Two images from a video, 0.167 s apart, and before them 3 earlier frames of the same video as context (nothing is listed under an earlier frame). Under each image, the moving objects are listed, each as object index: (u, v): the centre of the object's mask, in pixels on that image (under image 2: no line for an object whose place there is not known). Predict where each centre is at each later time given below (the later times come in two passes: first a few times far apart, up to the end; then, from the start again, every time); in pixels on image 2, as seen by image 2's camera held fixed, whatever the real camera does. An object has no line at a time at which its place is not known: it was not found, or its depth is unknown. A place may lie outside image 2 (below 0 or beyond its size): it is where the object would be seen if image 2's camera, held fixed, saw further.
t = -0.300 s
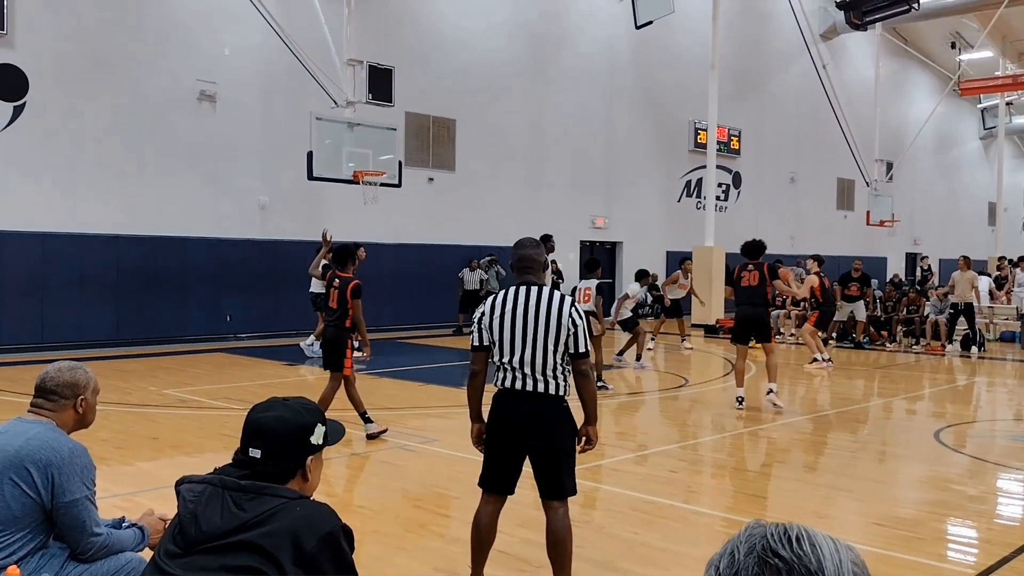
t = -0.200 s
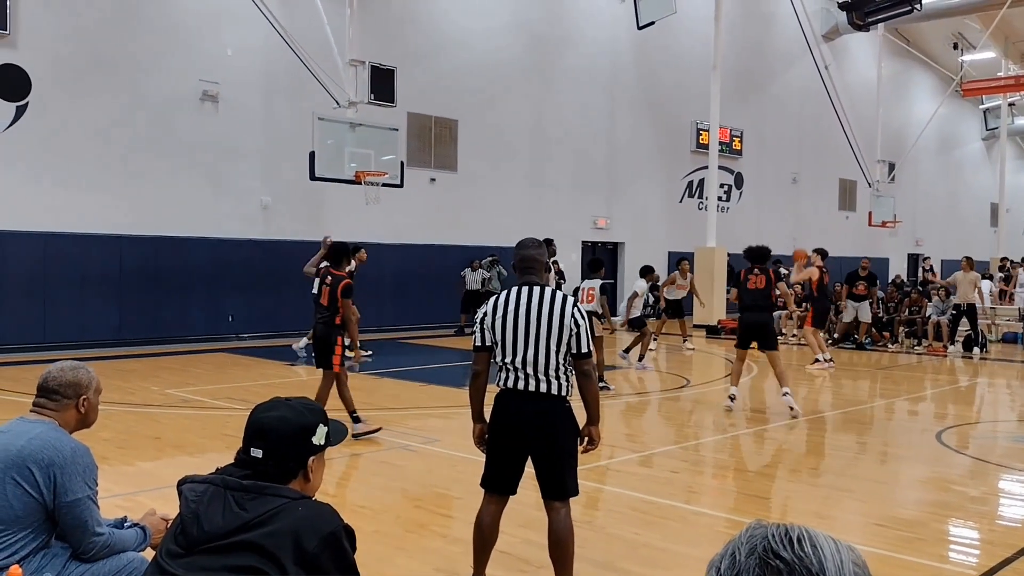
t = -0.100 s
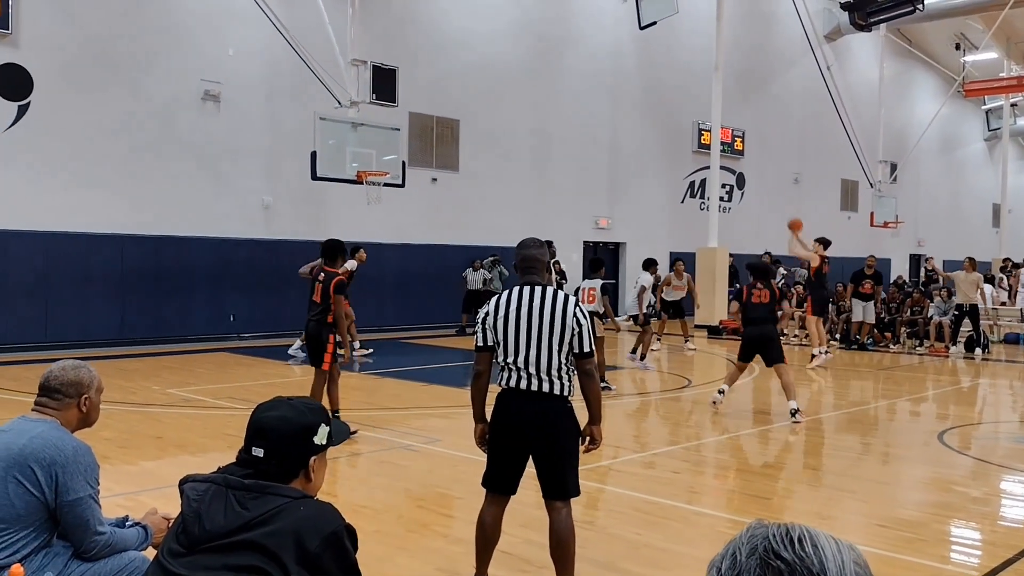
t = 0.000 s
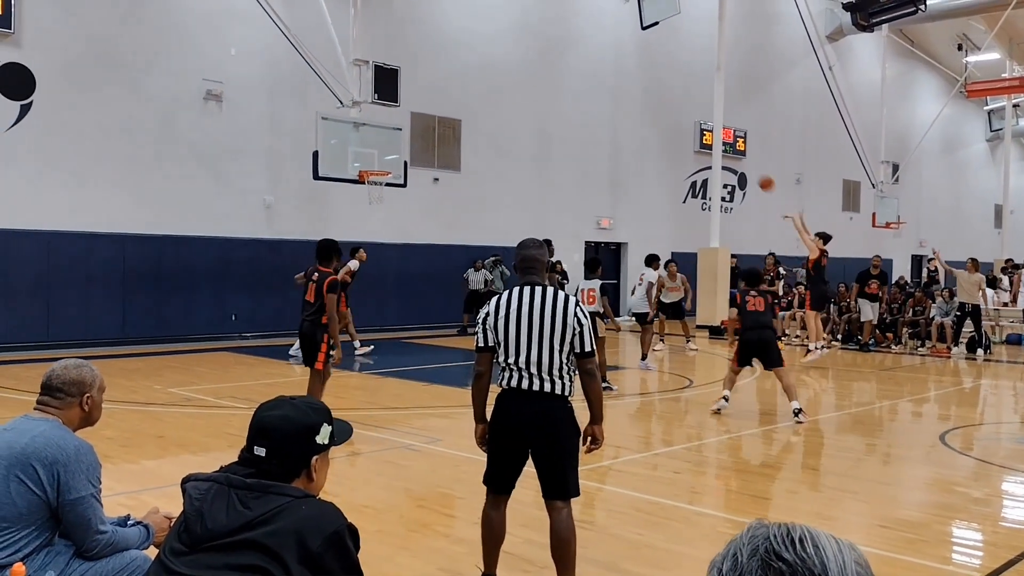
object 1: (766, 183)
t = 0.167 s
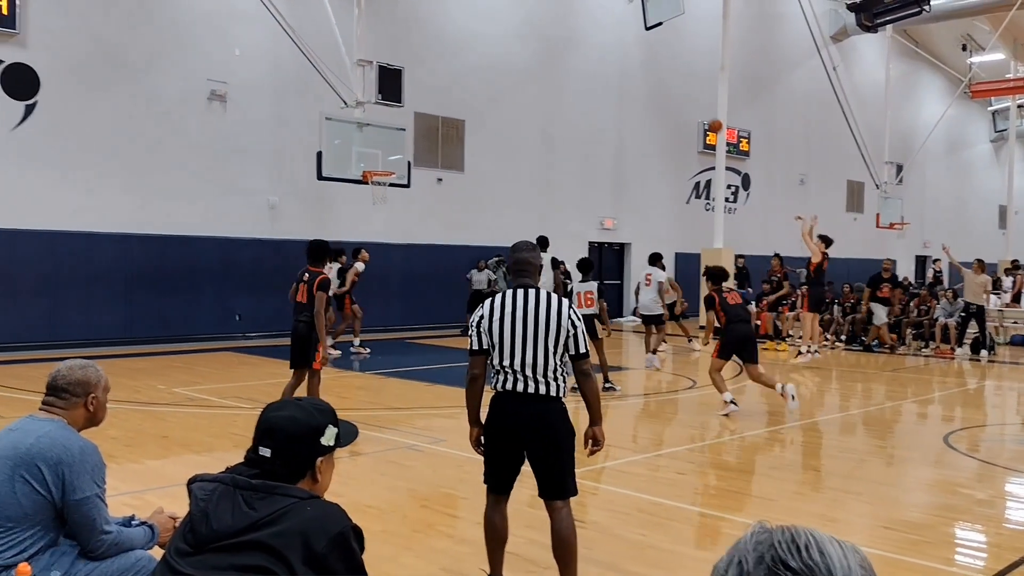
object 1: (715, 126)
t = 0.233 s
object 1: (693, 108)
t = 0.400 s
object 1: (641, 76)
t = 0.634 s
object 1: (570, 59)
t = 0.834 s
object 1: (508, 70)
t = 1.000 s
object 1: (462, 97)
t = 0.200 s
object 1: (704, 116)
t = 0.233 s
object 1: (693, 108)
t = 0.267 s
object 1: (683, 100)
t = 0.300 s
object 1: (672, 93)
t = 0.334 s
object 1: (662, 86)
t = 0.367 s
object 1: (651, 81)
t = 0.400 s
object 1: (641, 76)
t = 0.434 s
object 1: (631, 71)
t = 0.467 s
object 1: (620, 67)
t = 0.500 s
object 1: (610, 64)
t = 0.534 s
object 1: (600, 62)
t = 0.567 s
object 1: (590, 60)
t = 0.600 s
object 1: (580, 59)
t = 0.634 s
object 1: (570, 59)
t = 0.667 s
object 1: (558, 59)
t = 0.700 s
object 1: (549, 60)
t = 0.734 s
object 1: (539, 62)
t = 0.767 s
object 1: (530, 64)
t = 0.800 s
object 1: (520, 67)
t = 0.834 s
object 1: (508, 70)
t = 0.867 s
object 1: (500, 74)
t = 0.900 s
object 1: (489, 79)
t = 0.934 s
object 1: (479, 84)
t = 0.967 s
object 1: (472, 90)
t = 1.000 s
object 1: (462, 97)
